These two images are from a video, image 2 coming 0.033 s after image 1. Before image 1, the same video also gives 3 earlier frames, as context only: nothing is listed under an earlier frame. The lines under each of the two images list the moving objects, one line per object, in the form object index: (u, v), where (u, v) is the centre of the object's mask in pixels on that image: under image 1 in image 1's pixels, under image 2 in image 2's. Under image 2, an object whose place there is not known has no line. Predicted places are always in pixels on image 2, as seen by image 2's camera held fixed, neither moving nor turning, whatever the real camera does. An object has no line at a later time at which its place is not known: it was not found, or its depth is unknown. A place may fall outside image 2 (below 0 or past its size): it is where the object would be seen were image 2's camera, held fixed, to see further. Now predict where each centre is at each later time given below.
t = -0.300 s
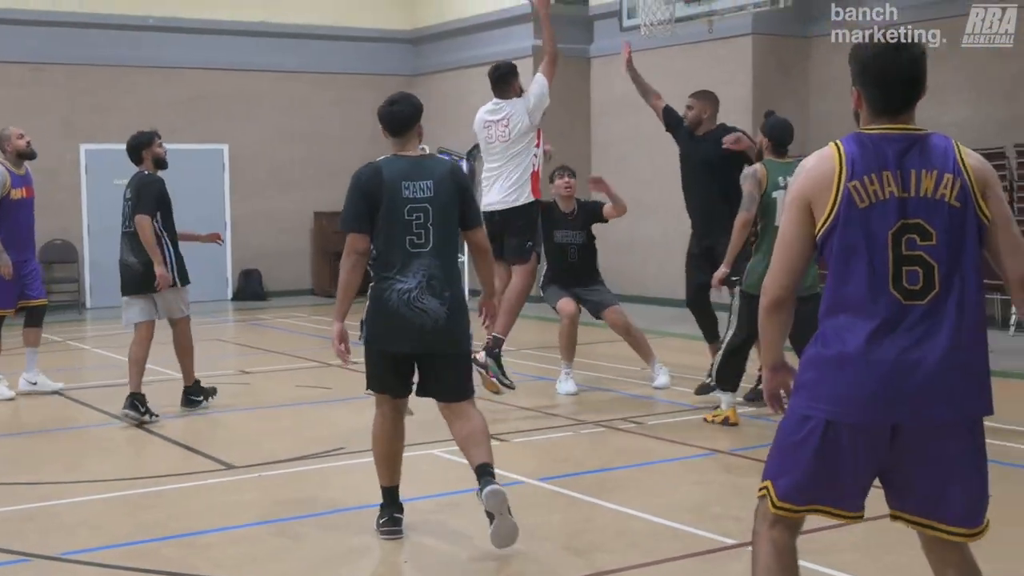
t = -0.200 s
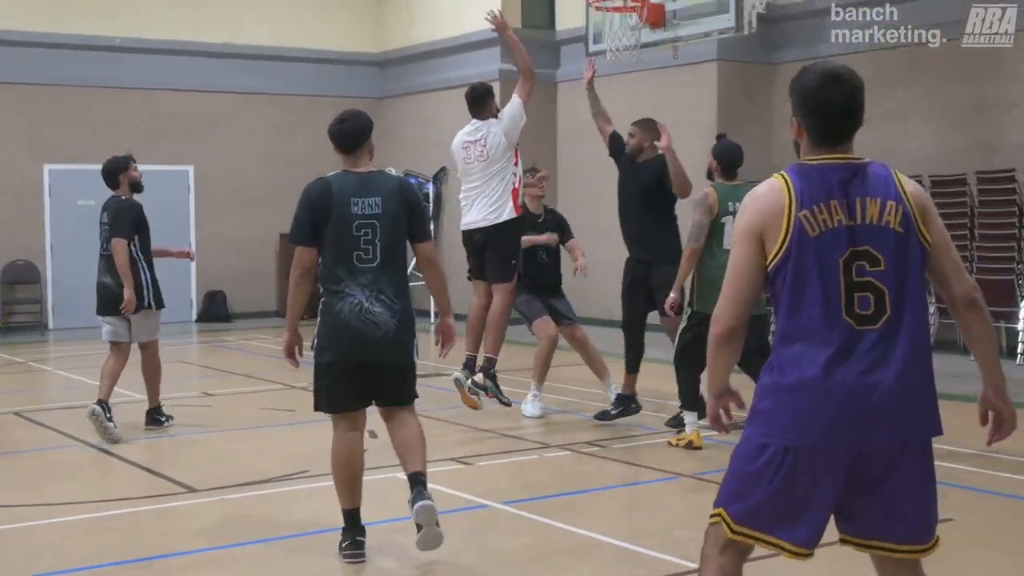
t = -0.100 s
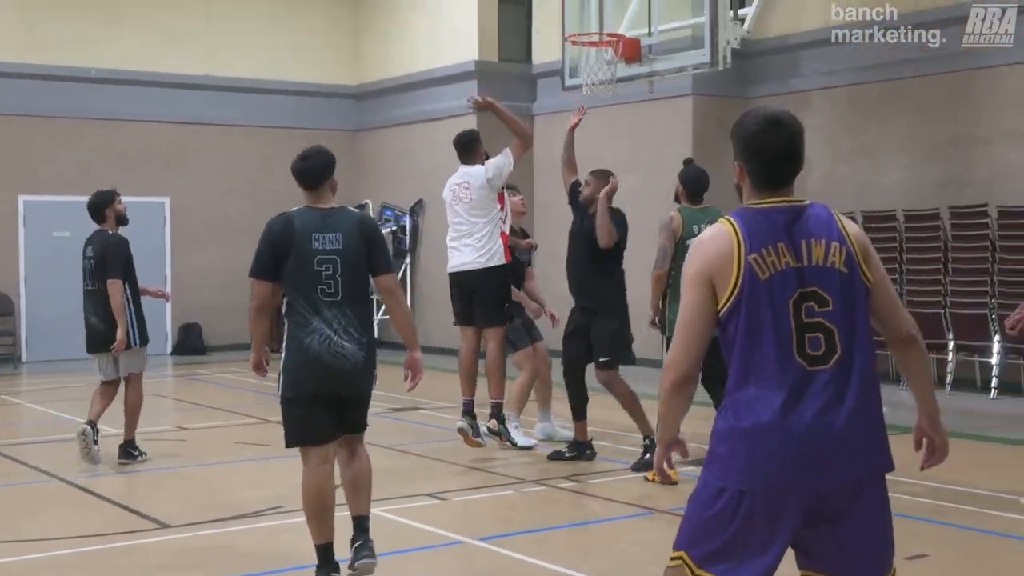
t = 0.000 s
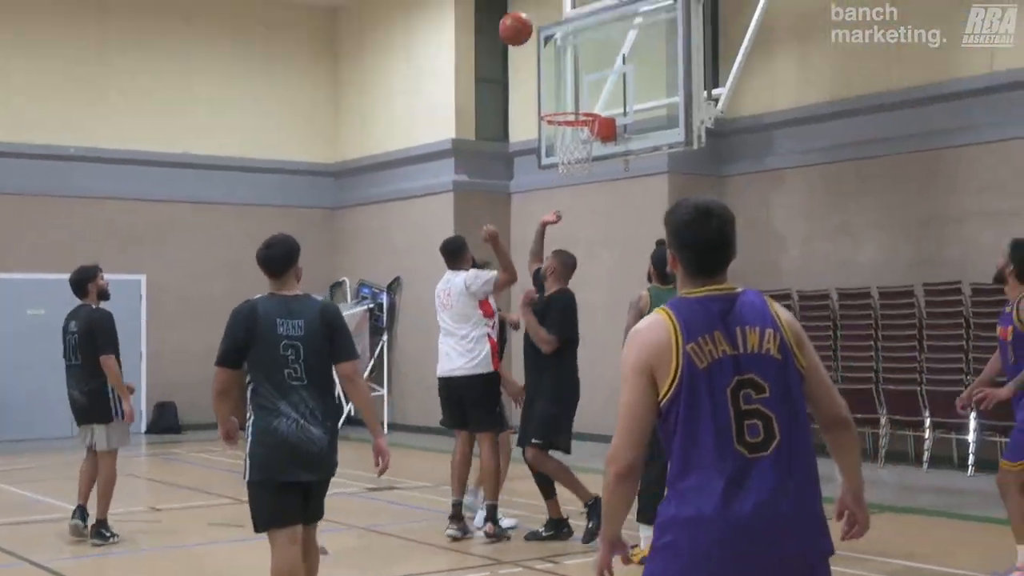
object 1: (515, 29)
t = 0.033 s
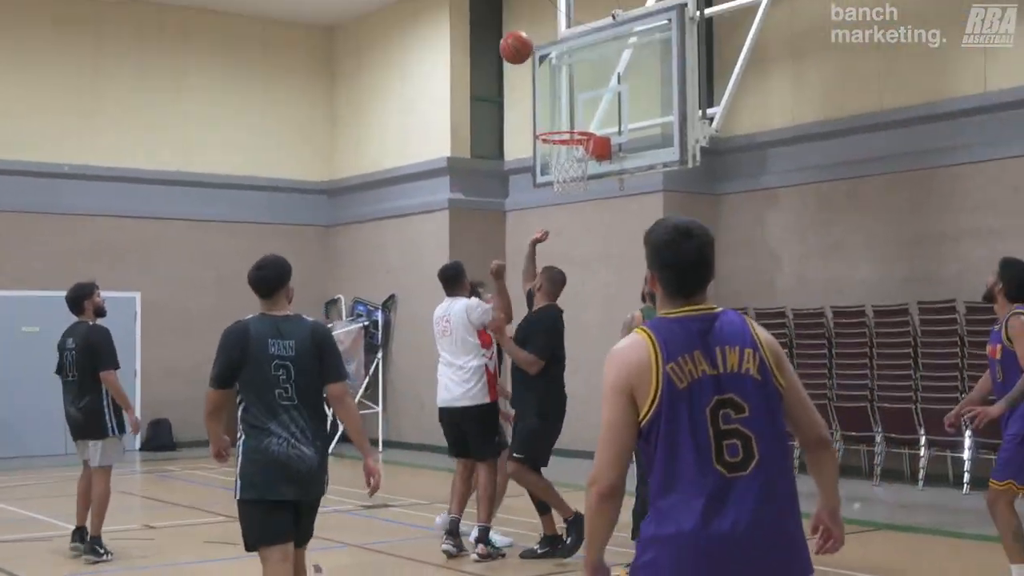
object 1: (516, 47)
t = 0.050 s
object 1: (519, 48)
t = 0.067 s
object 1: (521, 48)
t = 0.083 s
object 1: (524, 49)
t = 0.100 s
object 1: (527, 51)
